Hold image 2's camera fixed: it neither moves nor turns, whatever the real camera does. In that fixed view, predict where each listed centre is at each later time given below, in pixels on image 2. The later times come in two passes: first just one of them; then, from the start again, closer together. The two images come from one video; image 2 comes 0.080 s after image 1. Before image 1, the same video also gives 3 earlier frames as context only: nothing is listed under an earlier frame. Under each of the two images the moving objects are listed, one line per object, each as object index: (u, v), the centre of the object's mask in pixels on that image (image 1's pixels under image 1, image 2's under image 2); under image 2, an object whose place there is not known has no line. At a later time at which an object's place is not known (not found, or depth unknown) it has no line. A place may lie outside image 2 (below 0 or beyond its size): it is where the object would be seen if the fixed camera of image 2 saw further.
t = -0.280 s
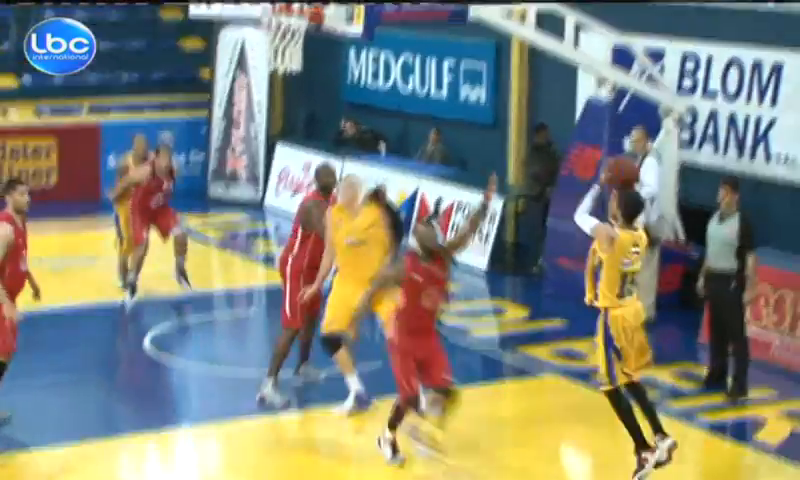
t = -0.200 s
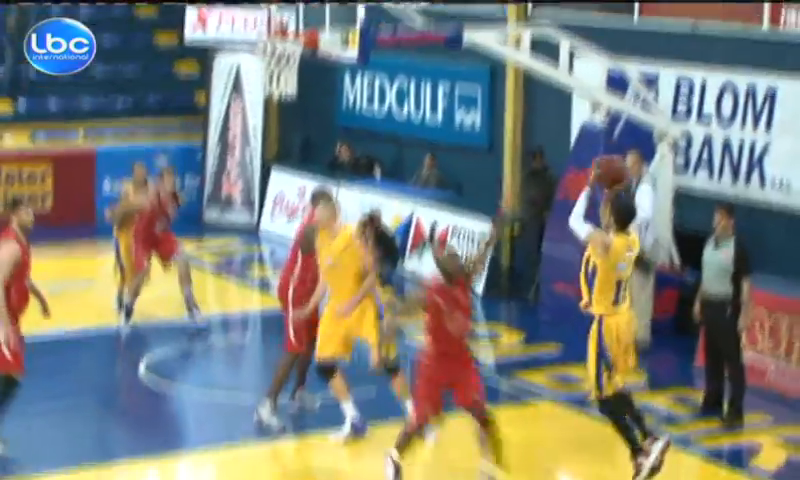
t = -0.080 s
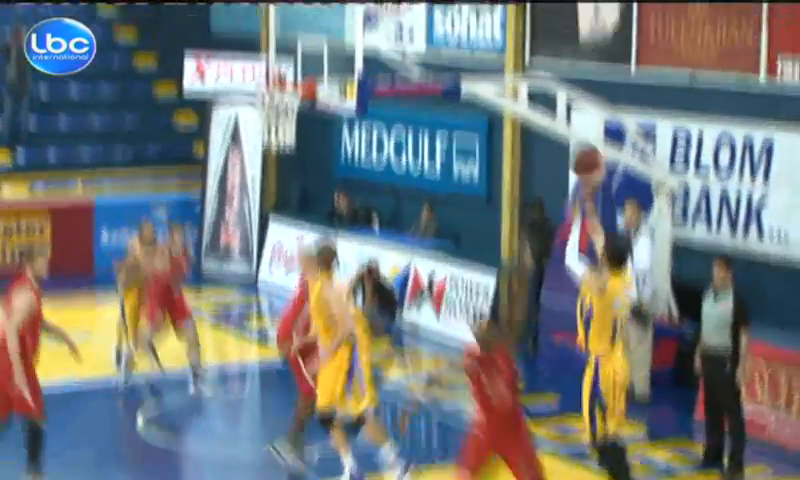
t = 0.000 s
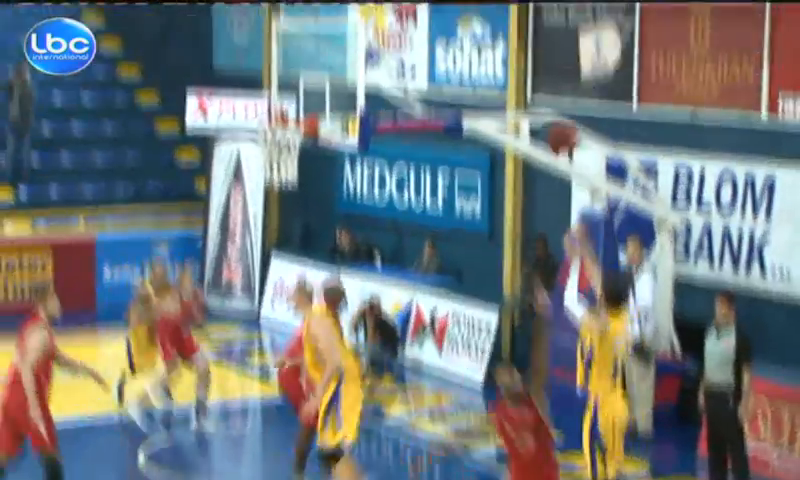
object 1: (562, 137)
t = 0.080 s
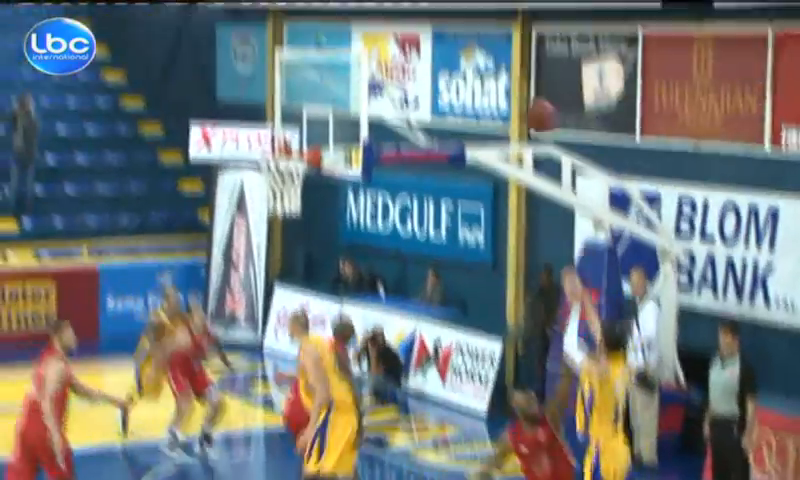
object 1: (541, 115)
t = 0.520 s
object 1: (411, 10)
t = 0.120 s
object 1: (524, 91)
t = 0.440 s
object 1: (431, 8)
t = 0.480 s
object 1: (421, 8)
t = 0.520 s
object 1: (411, 10)
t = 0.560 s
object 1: (402, 13)
